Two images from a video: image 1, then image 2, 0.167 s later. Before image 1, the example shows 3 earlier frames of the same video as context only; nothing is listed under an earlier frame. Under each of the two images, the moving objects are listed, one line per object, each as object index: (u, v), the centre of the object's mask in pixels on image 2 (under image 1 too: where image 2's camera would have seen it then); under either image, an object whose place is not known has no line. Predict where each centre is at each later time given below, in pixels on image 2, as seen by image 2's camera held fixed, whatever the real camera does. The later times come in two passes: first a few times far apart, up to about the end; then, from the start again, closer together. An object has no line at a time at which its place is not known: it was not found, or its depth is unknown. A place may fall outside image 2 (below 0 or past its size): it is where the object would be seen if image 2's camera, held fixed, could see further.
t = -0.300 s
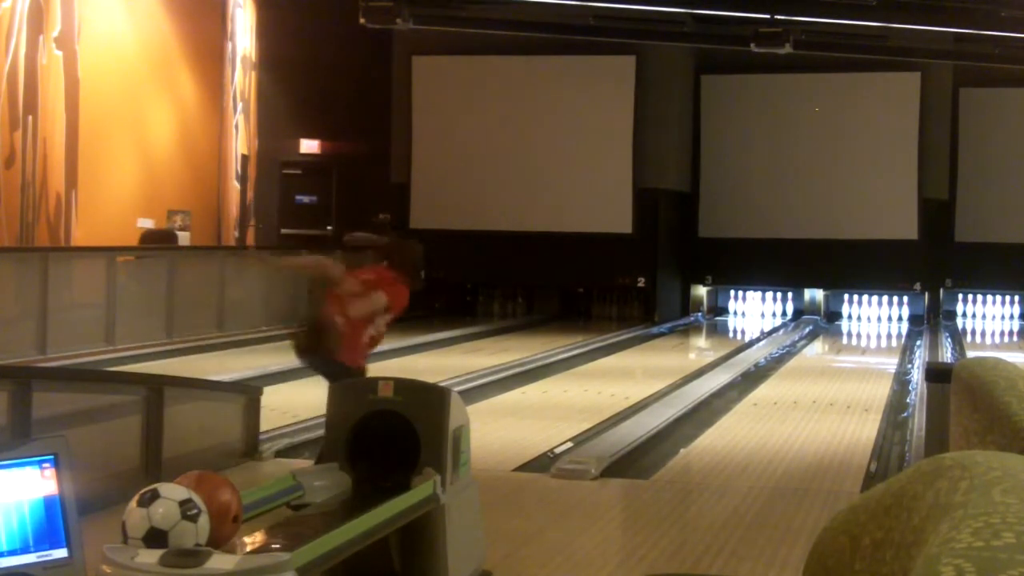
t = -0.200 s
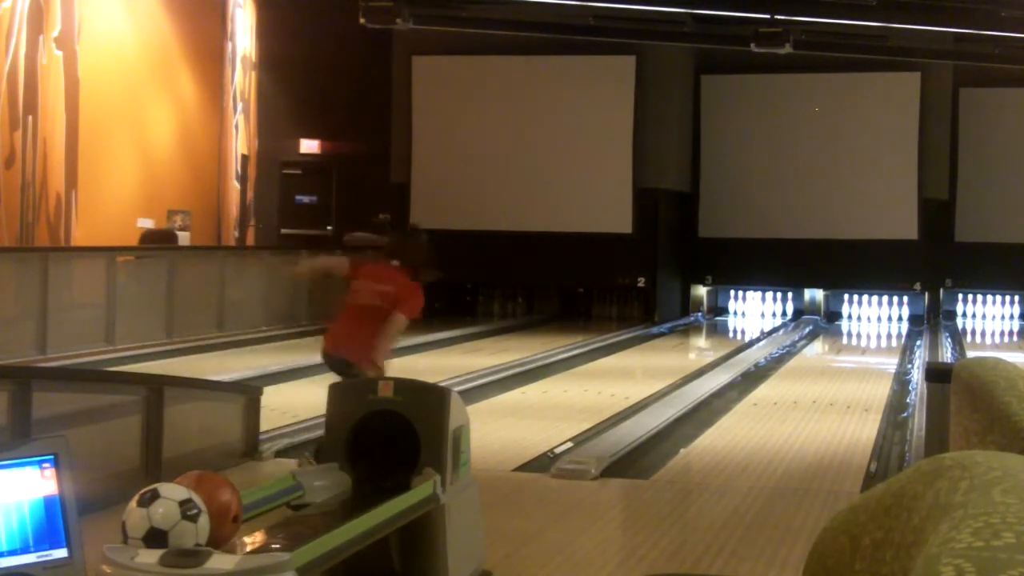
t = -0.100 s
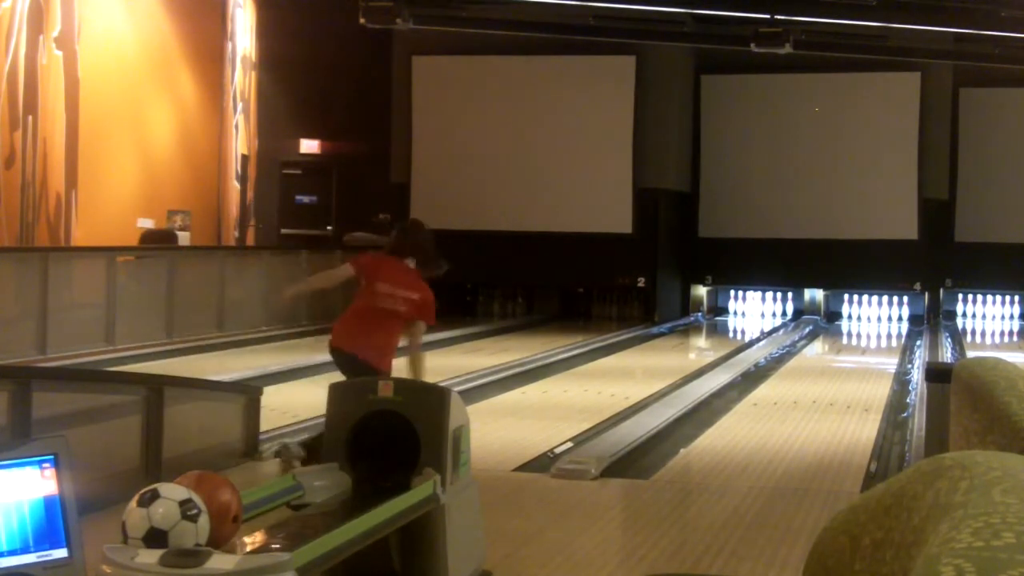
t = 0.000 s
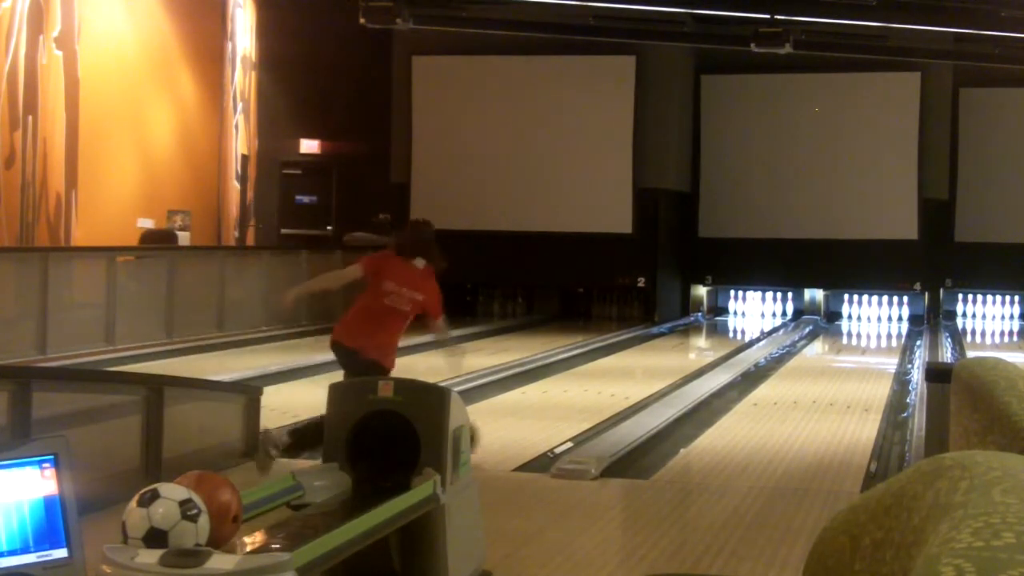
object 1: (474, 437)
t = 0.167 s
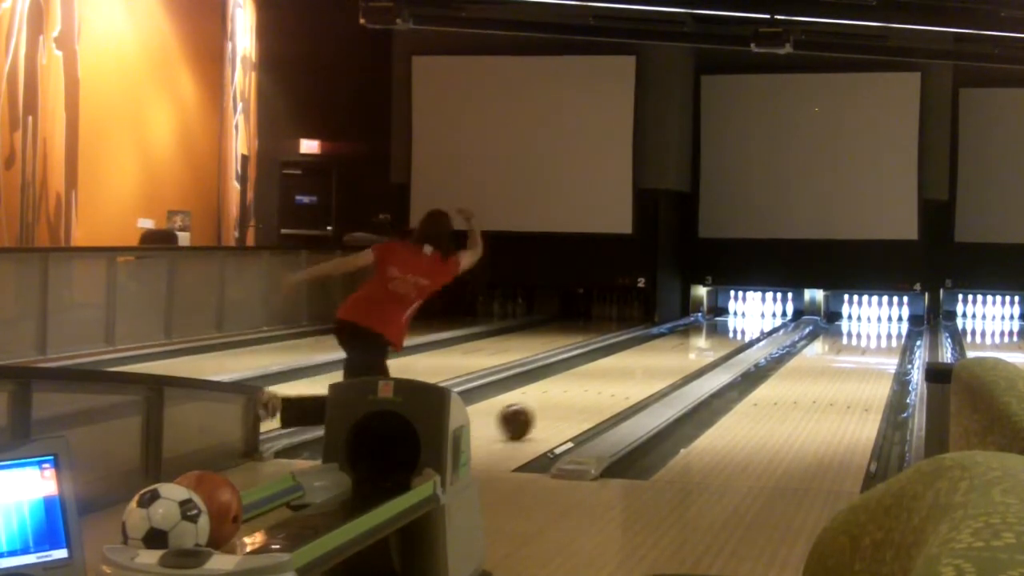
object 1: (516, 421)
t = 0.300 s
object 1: (553, 406)
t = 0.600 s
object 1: (616, 380)
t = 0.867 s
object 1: (656, 363)
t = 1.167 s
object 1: (689, 349)
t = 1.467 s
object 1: (714, 339)
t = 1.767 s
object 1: (731, 330)
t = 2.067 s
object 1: (742, 322)
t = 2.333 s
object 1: (750, 317)
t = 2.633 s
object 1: (754, 312)
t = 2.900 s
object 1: (757, 310)
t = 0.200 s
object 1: (526, 417)
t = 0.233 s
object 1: (536, 413)
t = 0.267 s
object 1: (544, 410)
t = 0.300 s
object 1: (553, 406)
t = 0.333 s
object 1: (561, 402)
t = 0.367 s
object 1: (569, 399)
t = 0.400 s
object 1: (577, 396)
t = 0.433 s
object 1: (584, 393)
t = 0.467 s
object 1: (591, 391)
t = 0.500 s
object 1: (598, 388)
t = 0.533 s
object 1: (604, 385)
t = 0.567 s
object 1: (610, 383)
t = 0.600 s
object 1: (616, 380)
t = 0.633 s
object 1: (622, 377)
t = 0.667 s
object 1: (627, 375)
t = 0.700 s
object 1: (632, 374)
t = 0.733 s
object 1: (638, 371)
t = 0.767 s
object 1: (643, 369)
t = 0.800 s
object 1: (648, 367)
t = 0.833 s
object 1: (652, 365)
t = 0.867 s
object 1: (656, 363)
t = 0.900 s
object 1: (660, 362)
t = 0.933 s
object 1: (664, 360)
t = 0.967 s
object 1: (669, 358)
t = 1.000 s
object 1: (672, 356)
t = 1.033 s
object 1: (676, 355)
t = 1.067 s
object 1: (679, 354)
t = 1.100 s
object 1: (683, 352)
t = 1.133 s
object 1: (686, 350)
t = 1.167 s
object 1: (689, 349)
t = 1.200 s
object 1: (692, 347)
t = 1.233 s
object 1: (696, 346)
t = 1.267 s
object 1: (699, 345)
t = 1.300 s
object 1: (701, 344)
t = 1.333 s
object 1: (704, 342)
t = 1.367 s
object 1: (706, 341)
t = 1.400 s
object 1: (709, 340)
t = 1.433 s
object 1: (711, 339)
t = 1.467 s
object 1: (714, 339)
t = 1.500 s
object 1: (716, 338)
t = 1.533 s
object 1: (719, 336)
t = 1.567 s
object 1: (720, 337)
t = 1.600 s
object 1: (723, 335)
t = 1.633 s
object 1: (725, 334)
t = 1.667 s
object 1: (726, 333)
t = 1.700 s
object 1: (728, 332)
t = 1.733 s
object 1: (730, 330)
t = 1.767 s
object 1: (731, 330)
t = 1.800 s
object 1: (733, 329)
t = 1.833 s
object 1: (734, 328)
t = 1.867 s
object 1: (736, 326)
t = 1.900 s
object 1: (737, 325)
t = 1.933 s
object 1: (739, 325)
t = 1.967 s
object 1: (740, 324)
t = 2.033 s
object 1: (741, 323)
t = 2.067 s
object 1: (742, 322)
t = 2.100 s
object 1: (743, 322)
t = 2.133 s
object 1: (745, 321)
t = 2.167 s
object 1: (745, 320)
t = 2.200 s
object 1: (747, 319)
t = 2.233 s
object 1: (747, 319)
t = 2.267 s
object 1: (748, 318)
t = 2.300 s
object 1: (749, 317)
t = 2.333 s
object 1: (750, 317)
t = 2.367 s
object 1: (750, 316)
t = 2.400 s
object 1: (751, 316)
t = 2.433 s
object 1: (752, 315)
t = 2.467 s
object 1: (752, 315)
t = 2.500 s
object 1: (753, 314)
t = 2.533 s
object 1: (753, 314)
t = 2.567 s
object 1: (753, 314)
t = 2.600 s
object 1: (754, 313)
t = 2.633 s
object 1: (754, 312)
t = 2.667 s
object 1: (754, 312)
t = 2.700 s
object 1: (754, 312)
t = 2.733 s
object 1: (754, 311)
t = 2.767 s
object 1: (754, 311)
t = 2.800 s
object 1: (755, 310)
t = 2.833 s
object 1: (756, 311)
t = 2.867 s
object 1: (757, 310)
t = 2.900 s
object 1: (757, 310)
